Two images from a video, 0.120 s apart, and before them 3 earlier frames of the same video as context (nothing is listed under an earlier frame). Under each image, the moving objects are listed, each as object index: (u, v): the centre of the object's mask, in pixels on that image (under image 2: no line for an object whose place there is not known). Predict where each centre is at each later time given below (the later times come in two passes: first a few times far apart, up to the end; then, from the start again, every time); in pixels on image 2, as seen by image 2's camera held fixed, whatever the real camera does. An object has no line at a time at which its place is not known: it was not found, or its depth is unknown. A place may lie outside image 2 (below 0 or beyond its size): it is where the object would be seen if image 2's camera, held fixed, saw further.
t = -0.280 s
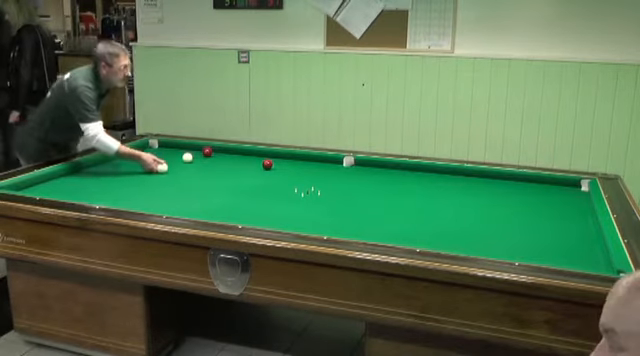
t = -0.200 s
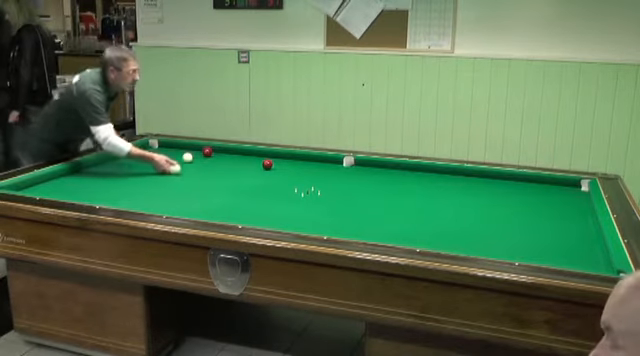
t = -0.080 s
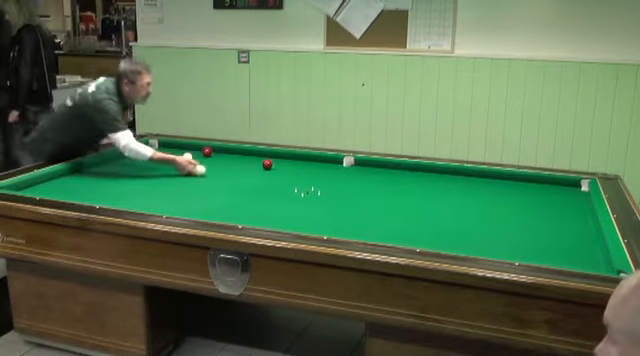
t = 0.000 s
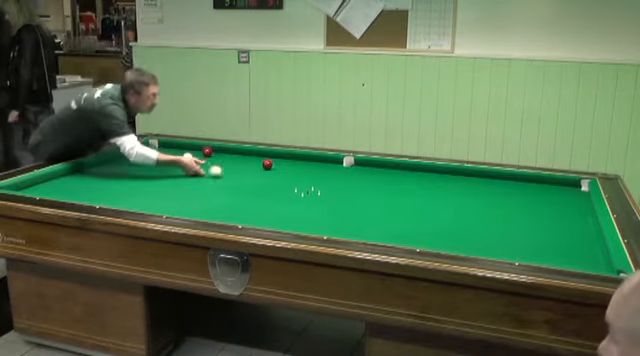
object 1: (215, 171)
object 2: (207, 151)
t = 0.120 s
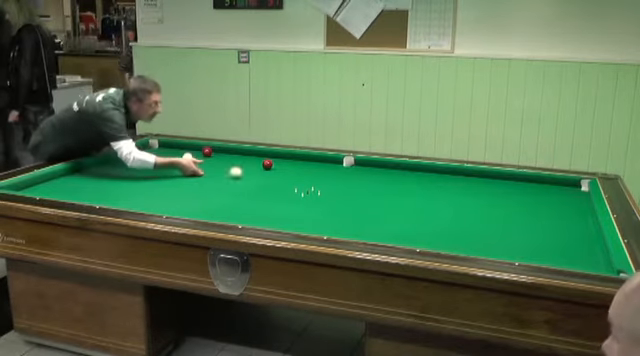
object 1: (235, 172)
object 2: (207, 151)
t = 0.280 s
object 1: (262, 174)
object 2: (207, 150)
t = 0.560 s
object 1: (309, 177)
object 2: (207, 151)
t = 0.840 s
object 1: (357, 180)
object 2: (207, 151)
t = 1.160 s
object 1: (411, 184)
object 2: (207, 151)
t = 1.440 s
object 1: (459, 187)
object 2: (207, 151)
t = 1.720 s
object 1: (505, 190)
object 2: (207, 151)
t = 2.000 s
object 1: (551, 193)
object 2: (207, 151)
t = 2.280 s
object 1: (575, 194)
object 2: (207, 151)
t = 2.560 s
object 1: (548, 190)
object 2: (207, 151)
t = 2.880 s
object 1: (519, 186)
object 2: (207, 151)
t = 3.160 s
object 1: (494, 182)
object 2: (207, 151)
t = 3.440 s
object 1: (471, 179)
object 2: (207, 151)
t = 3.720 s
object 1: (449, 176)
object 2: (207, 151)
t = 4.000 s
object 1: (428, 173)
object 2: (207, 151)
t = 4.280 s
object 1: (407, 170)
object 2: (207, 151)
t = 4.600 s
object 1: (386, 167)
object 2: (207, 151)
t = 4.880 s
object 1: (368, 165)
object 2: (207, 151)
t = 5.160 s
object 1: (351, 162)
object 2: (207, 151)
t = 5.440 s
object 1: (335, 160)
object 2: (207, 151)
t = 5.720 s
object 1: (320, 159)
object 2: (207, 151)
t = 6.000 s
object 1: (305, 158)
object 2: (207, 151)
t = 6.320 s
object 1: (289, 157)
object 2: (207, 151)
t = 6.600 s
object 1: (275, 156)
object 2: (207, 151)
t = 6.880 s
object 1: (262, 155)
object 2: (207, 151)
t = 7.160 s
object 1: (250, 154)
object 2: (207, 151)
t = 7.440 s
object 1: (239, 153)
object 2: (207, 151)
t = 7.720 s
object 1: (228, 153)
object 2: (207, 151)
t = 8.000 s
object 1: (218, 152)
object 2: (207, 151)
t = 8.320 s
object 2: (202, 150)
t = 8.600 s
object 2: (197, 150)
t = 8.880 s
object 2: (190, 149)
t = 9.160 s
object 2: (186, 149)
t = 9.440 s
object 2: (180, 149)
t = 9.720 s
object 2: (177, 150)
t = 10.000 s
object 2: (175, 150)
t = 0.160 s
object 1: (242, 173)
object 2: (207, 151)
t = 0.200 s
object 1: (249, 173)
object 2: (207, 151)
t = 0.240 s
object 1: (255, 173)
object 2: (207, 151)
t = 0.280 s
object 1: (262, 174)
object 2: (207, 150)
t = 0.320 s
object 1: (269, 175)
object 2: (207, 151)
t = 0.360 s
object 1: (276, 175)
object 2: (207, 151)
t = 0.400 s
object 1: (282, 176)
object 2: (207, 151)
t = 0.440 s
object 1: (289, 176)
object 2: (207, 151)
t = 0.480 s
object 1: (295, 176)
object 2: (207, 151)
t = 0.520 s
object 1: (302, 177)
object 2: (207, 151)
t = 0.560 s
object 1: (309, 177)
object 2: (207, 151)
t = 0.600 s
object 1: (316, 178)
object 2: (207, 151)
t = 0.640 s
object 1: (323, 178)
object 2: (207, 151)
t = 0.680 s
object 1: (329, 179)
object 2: (207, 151)
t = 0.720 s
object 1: (336, 179)
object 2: (207, 151)
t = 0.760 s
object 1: (343, 179)
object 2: (207, 151)
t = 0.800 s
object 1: (350, 180)
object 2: (207, 151)
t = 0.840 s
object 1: (357, 180)
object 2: (207, 151)
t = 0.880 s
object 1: (364, 181)
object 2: (207, 151)
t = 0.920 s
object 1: (371, 181)
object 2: (207, 151)
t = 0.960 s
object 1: (377, 181)
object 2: (207, 151)
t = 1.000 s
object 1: (384, 182)
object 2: (207, 151)
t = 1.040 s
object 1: (391, 182)
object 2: (207, 151)
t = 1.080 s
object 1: (398, 183)
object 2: (207, 151)
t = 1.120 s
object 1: (405, 183)
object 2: (207, 151)
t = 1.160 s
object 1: (411, 184)
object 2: (207, 151)
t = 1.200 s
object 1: (418, 184)
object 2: (207, 151)
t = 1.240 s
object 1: (425, 184)
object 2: (207, 151)
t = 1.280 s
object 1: (432, 185)
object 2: (207, 151)
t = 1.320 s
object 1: (439, 185)
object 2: (207, 151)
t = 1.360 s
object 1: (445, 186)
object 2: (207, 151)
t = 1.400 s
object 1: (452, 186)
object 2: (207, 151)
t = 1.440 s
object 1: (459, 187)
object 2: (207, 151)
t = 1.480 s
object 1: (466, 187)
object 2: (207, 151)
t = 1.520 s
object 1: (472, 187)
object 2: (207, 151)
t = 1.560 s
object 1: (479, 188)
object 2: (207, 151)
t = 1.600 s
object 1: (486, 189)
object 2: (207, 151)
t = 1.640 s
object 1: (492, 189)
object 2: (207, 151)
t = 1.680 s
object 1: (499, 190)
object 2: (207, 151)
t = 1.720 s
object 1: (505, 190)
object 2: (207, 151)
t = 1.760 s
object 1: (512, 190)
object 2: (207, 151)
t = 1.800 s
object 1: (519, 191)
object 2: (207, 151)
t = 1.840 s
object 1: (525, 191)
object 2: (207, 151)
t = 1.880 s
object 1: (532, 192)
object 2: (207, 151)
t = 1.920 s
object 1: (538, 192)
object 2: (207, 151)
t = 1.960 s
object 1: (545, 193)
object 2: (207, 151)
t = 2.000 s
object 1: (551, 193)
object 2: (207, 151)
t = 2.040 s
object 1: (558, 193)
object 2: (207, 151)
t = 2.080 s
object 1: (564, 194)
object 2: (207, 151)
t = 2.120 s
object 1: (571, 194)
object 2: (207, 151)
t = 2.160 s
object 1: (577, 195)
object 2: (207, 151)
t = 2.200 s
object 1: (583, 195)
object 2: (207, 151)
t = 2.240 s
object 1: (580, 195)
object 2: (207, 151)
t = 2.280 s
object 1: (575, 194)
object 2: (207, 151)
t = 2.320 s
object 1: (571, 193)
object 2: (207, 151)
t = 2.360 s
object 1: (567, 193)
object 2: (207, 151)
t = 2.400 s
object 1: (562, 192)
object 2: (207, 151)
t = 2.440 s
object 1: (559, 191)
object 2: (207, 151)
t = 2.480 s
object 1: (555, 191)
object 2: (207, 151)
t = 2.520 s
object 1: (551, 191)
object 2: (207, 151)
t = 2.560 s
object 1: (548, 190)
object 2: (207, 151)
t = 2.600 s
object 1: (544, 190)
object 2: (207, 151)
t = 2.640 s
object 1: (540, 189)
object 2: (207, 151)
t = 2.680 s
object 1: (537, 189)
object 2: (207, 151)
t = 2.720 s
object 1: (533, 188)
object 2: (207, 151)
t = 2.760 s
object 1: (529, 187)
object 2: (207, 151)
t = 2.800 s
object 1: (526, 187)
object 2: (207, 151)
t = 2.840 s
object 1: (522, 186)
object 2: (207, 151)
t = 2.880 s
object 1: (519, 186)
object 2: (207, 151)
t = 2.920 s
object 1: (515, 185)
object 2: (207, 151)
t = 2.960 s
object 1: (511, 185)
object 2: (207, 151)
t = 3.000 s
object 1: (508, 184)
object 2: (207, 151)
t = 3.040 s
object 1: (504, 184)
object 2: (207, 151)
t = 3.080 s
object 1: (501, 183)
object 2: (207, 151)
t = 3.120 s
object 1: (497, 183)
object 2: (207, 151)
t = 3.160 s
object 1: (494, 182)
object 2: (207, 151)
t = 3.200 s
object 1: (491, 182)
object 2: (207, 151)
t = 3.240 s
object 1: (487, 181)
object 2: (207, 151)
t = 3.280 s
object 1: (484, 181)
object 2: (207, 151)
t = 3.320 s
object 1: (481, 180)
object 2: (207, 151)
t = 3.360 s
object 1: (477, 180)
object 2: (207, 151)
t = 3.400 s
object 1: (474, 179)
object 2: (207, 151)
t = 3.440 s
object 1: (471, 179)
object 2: (207, 151)
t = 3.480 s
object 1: (468, 178)
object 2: (207, 151)
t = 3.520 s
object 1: (464, 178)
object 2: (207, 151)
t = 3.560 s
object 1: (461, 178)
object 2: (207, 151)
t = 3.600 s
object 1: (458, 177)
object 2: (207, 151)
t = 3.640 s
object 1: (455, 177)
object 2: (207, 151)
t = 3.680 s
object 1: (452, 176)
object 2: (207, 151)
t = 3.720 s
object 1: (449, 176)
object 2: (207, 151)
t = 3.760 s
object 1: (446, 176)
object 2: (207, 151)
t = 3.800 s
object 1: (442, 175)
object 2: (207, 151)
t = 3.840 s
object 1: (440, 174)
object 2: (207, 151)
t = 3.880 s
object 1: (437, 174)
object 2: (207, 151)
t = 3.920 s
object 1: (433, 174)
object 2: (207, 151)
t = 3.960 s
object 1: (431, 173)
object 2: (207, 151)
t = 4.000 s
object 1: (428, 173)
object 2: (207, 151)
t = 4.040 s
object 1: (425, 173)
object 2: (207, 151)
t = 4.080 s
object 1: (422, 172)
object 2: (207, 151)
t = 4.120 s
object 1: (419, 172)
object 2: (207, 151)
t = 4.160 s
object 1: (416, 171)
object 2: (207, 151)
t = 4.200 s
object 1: (413, 171)
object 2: (207, 151)
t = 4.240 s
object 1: (410, 171)
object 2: (207, 151)
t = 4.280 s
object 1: (407, 170)
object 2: (207, 151)
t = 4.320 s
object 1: (405, 170)
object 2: (207, 151)
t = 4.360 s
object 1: (402, 169)
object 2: (207, 151)
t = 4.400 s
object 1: (399, 169)
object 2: (207, 151)
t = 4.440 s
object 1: (397, 169)
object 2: (207, 151)
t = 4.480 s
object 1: (394, 168)
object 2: (207, 151)
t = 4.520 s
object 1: (391, 168)
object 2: (207, 151)
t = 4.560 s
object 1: (389, 168)
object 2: (207, 151)
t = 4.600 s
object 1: (386, 167)
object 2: (207, 151)
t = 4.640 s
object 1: (383, 167)
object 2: (207, 151)
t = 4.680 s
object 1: (380, 167)
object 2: (207, 151)
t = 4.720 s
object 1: (378, 166)
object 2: (207, 151)
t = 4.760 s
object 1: (375, 166)
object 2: (207, 151)
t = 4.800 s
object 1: (373, 166)
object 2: (207, 151)
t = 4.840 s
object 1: (370, 165)
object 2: (207, 151)
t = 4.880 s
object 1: (368, 165)
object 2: (207, 151)
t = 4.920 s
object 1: (366, 165)
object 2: (207, 151)
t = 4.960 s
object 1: (363, 164)
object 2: (207, 151)
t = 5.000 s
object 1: (361, 164)
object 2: (207, 151)
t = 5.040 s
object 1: (358, 164)
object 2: (207, 151)
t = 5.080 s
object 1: (356, 163)
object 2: (207, 151)
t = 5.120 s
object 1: (353, 163)
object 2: (207, 151)
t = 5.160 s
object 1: (351, 162)
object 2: (207, 151)
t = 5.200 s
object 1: (349, 161)
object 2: (207, 151)
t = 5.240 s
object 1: (348, 161)
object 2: (207, 151)
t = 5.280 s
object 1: (346, 161)
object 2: (207, 151)
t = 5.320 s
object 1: (342, 161)
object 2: (207, 151)
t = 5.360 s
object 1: (339, 161)
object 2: (207, 151)
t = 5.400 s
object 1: (337, 161)
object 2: (207, 151)
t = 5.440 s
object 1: (335, 160)
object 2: (207, 151)
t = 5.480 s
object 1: (333, 160)
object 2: (207, 151)
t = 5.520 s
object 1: (331, 160)
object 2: (207, 151)
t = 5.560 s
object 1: (328, 160)
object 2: (207, 151)
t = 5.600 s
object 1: (326, 159)
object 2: (207, 151)
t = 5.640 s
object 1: (324, 159)
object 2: (207, 151)
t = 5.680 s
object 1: (322, 159)
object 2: (207, 151)
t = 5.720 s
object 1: (320, 159)
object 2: (207, 151)
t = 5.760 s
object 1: (317, 159)
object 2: (207, 151)
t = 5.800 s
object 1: (315, 159)
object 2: (207, 151)
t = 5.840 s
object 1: (313, 159)
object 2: (207, 151)
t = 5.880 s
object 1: (311, 158)
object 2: (207, 151)
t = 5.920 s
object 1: (309, 158)
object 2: (207, 151)
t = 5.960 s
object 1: (307, 158)
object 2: (207, 151)
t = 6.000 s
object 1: (305, 158)
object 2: (207, 151)
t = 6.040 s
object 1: (303, 158)
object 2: (207, 151)
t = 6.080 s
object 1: (301, 158)
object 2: (207, 151)
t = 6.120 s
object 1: (299, 157)
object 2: (207, 151)
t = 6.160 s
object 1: (297, 157)
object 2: (207, 151)
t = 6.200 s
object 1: (294, 157)
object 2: (207, 151)
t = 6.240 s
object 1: (293, 157)
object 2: (207, 151)
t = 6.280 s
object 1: (291, 157)
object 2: (207, 151)
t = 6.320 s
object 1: (289, 157)
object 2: (207, 151)
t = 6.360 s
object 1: (287, 157)
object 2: (207, 151)
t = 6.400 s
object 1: (285, 156)
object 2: (207, 151)
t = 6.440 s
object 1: (283, 156)
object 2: (207, 151)
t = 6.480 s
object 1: (281, 156)
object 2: (207, 151)
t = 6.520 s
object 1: (279, 156)
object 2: (207, 151)
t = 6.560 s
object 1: (277, 156)
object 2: (207, 151)
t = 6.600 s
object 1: (275, 156)
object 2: (207, 151)
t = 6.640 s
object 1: (273, 156)
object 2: (207, 151)
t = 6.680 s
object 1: (271, 156)
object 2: (207, 151)
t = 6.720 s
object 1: (269, 156)
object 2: (207, 151)
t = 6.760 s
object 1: (267, 155)
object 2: (207, 151)
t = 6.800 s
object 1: (266, 155)
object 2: (207, 151)
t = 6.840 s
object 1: (264, 155)
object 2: (207, 151)
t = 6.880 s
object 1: (262, 155)
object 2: (207, 151)
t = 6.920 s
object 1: (260, 155)
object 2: (207, 151)
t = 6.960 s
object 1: (258, 155)
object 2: (207, 151)
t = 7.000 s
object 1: (256, 154)
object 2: (207, 151)
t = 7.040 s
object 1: (255, 154)
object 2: (207, 151)
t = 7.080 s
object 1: (253, 154)
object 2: (207, 151)
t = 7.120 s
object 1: (252, 154)
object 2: (207, 151)
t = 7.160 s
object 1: (250, 154)
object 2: (207, 151)
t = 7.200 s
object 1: (248, 154)
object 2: (207, 151)
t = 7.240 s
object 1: (247, 154)
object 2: (207, 151)
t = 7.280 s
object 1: (245, 154)
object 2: (207, 151)
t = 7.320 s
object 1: (244, 154)
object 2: (207, 151)
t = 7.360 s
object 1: (242, 154)
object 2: (207, 151)
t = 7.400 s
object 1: (240, 154)
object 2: (207, 151)
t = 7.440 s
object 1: (239, 153)
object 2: (207, 151)
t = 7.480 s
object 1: (237, 153)
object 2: (207, 151)
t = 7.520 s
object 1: (236, 153)
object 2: (207, 151)
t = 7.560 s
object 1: (234, 153)
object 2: (207, 151)
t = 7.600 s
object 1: (233, 153)
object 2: (207, 151)
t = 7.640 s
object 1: (231, 153)
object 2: (207, 151)
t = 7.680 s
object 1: (229, 153)
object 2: (207, 151)
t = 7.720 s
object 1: (228, 153)
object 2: (207, 151)
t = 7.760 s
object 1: (226, 153)
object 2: (207, 151)
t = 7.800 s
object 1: (225, 153)
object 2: (207, 151)
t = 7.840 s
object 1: (224, 153)
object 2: (207, 151)
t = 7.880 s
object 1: (222, 153)
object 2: (207, 151)
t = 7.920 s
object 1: (221, 153)
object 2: (207, 151)
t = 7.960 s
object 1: (219, 152)
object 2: (207, 151)
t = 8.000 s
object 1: (218, 152)
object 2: (207, 151)
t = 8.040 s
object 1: (216, 152)
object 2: (207, 151)
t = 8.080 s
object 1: (216, 152)
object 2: (206, 151)
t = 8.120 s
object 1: (216, 152)
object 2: (206, 151)
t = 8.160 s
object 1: (215, 152)
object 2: (205, 151)
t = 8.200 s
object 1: (215, 152)
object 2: (204, 151)
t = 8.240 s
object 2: (204, 151)
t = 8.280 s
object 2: (203, 151)
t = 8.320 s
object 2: (202, 150)
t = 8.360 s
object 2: (202, 150)
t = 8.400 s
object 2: (201, 150)
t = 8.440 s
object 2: (201, 150)
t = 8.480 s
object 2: (200, 150)
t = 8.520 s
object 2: (197, 150)
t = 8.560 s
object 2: (197, 150)
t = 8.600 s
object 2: (197, 150)
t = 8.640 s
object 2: (195, 150)
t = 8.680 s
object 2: (195, 150)
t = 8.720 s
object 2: (194, 150)
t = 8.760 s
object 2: (194, 150)
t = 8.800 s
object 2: (193, 150)
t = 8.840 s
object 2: (191, 149)
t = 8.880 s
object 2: (190, 149)
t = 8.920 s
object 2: (189, 149)
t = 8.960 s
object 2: (188, 149)
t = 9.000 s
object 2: (188, 149)
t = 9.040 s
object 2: (187, 149)
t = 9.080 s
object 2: (187, 149)
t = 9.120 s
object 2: (186, 149)
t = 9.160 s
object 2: (186, 149)
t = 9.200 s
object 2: (185, 149)
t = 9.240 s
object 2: (185, 149)
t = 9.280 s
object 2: (185, 149)
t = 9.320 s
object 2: (182, 149)
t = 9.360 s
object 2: (182, 149)
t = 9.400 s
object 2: (182, 149)
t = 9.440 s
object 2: (180, 149)
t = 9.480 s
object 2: (180, 150)
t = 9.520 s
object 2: (179, 149)
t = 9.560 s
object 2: (179, 149)
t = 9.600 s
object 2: (179, 149)
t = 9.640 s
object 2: (179, 149)
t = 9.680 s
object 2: (177, 150)
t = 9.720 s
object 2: (177, 150)
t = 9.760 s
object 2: (177, 150)
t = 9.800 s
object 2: (176, 149)
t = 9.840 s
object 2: (175, 149)
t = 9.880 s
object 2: (175, 149)
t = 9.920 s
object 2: (175, 149)
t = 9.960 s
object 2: (175, 149)
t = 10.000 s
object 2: (175, 150)
